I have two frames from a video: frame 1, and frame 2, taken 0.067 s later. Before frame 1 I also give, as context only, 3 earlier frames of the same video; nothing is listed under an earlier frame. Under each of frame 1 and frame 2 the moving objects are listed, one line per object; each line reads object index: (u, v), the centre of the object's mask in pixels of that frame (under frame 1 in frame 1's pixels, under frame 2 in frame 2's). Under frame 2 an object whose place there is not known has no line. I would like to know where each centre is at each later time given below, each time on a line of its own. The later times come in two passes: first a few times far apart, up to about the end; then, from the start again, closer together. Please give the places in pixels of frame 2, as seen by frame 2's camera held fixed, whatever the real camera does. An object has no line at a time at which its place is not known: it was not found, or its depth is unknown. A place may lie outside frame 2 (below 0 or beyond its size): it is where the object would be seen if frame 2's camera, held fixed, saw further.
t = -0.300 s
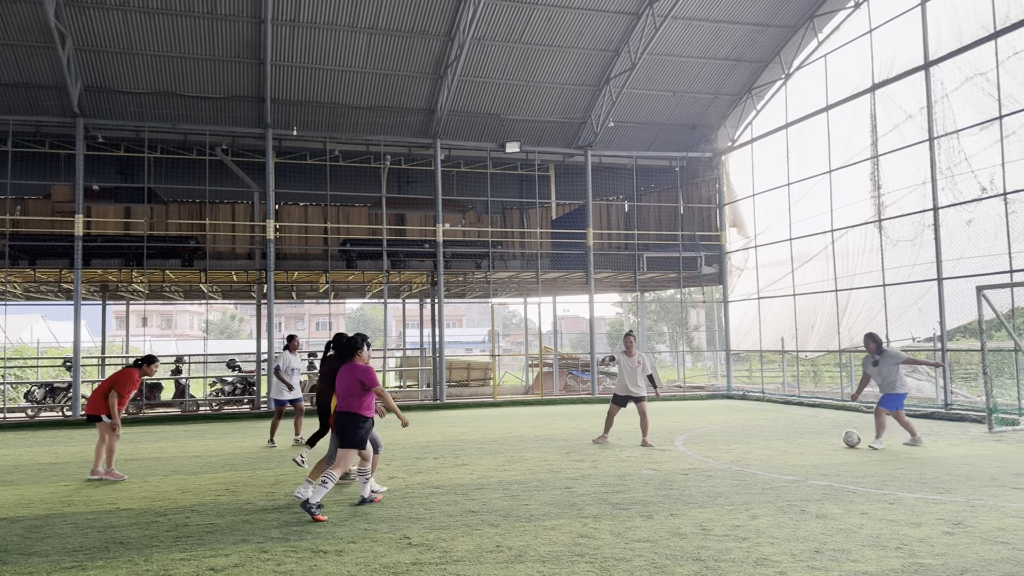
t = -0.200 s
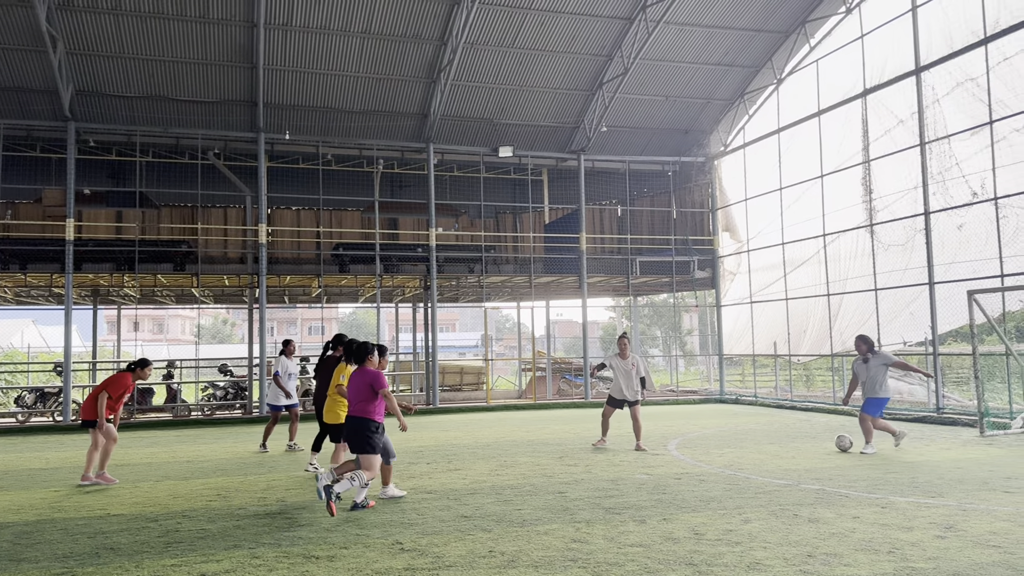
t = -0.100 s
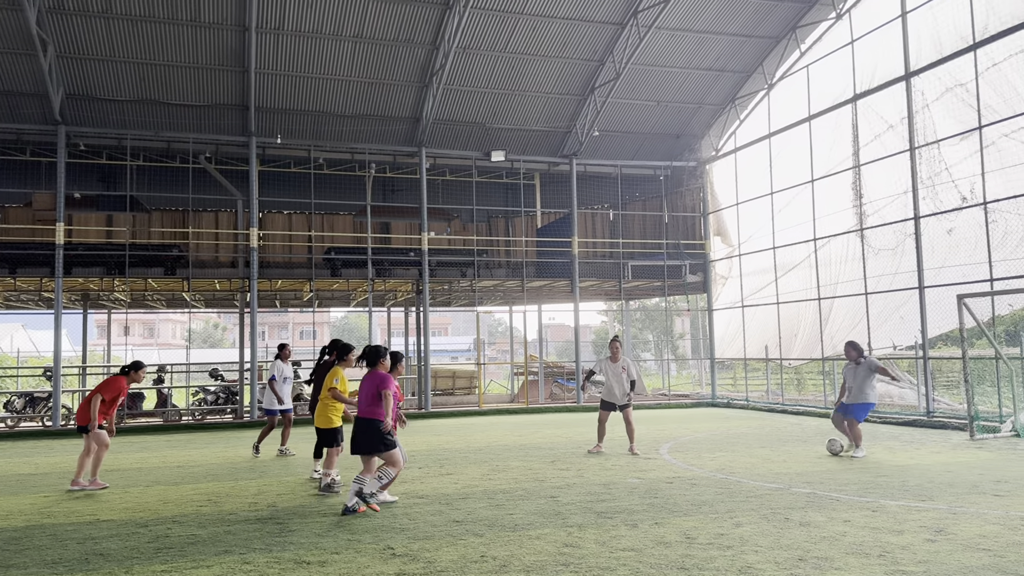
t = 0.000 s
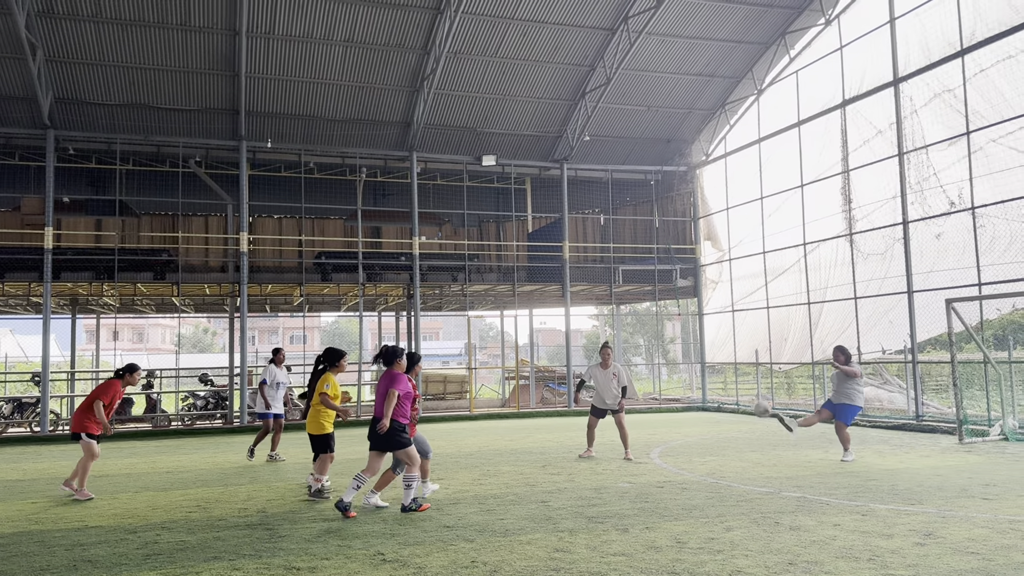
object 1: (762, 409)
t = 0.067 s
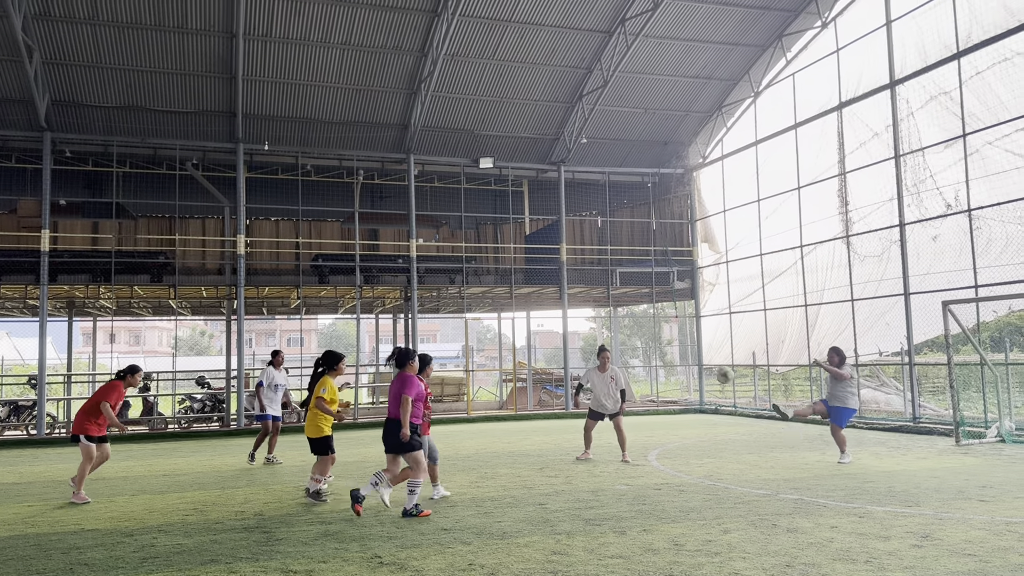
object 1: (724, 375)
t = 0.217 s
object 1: (644, 303)
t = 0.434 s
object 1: (525, 228)
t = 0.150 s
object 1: (682, 334)
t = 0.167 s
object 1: (670, 324)
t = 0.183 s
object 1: (660, 317)
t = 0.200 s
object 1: (653, 310)
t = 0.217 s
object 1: (644, 303)
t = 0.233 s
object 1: (635, 296)
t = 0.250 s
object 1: (627, 289)
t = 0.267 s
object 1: (617, 283)
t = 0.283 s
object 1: (609, 277)
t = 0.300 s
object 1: (599, 271)
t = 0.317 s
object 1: (590, 265)
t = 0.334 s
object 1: (581, 259)
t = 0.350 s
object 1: (572, 254)
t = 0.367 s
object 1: (562, 248)
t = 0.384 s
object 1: (554, 243)
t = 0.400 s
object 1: (543, 238)
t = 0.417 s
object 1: (534, 233)
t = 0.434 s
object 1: (525, 228)
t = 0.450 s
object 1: (516, 223)
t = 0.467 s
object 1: (506, 219)
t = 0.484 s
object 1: (497, 215)
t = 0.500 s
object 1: (487, 211)
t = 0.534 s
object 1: (467, 204)
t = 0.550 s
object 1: (458, 201)
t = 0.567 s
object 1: (448, 198)
